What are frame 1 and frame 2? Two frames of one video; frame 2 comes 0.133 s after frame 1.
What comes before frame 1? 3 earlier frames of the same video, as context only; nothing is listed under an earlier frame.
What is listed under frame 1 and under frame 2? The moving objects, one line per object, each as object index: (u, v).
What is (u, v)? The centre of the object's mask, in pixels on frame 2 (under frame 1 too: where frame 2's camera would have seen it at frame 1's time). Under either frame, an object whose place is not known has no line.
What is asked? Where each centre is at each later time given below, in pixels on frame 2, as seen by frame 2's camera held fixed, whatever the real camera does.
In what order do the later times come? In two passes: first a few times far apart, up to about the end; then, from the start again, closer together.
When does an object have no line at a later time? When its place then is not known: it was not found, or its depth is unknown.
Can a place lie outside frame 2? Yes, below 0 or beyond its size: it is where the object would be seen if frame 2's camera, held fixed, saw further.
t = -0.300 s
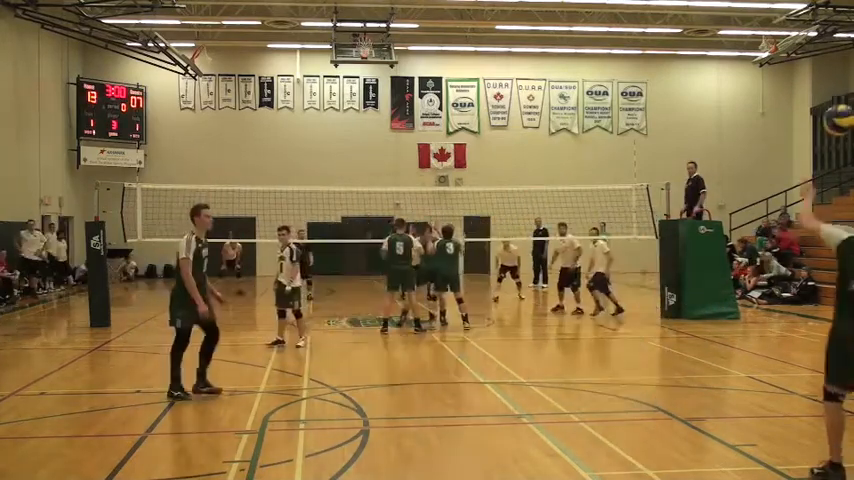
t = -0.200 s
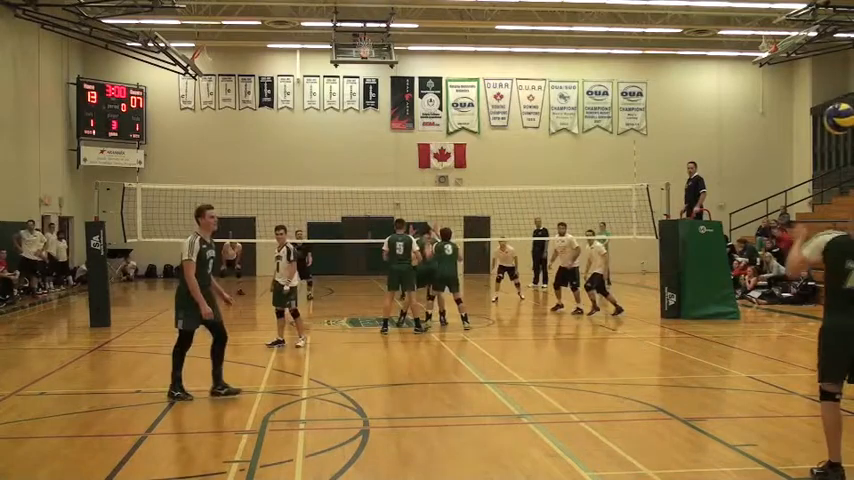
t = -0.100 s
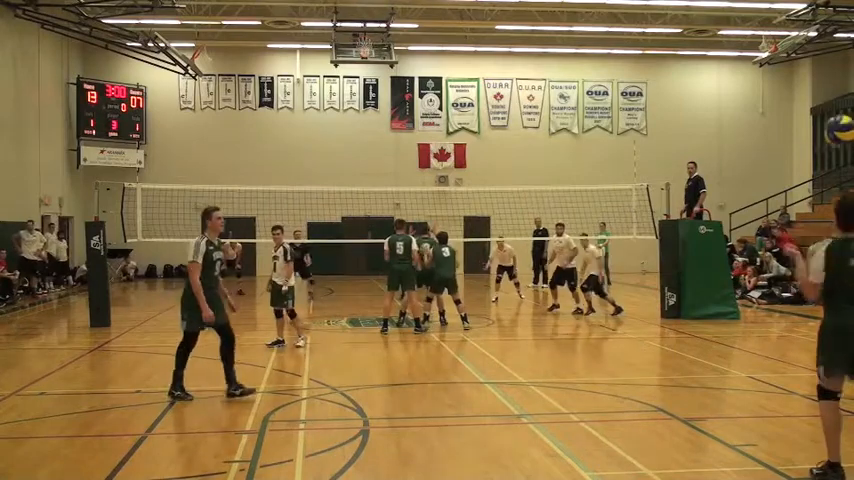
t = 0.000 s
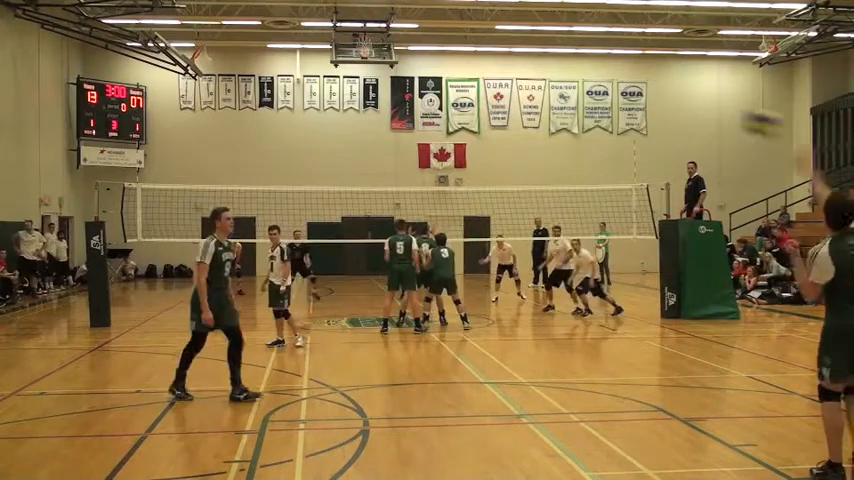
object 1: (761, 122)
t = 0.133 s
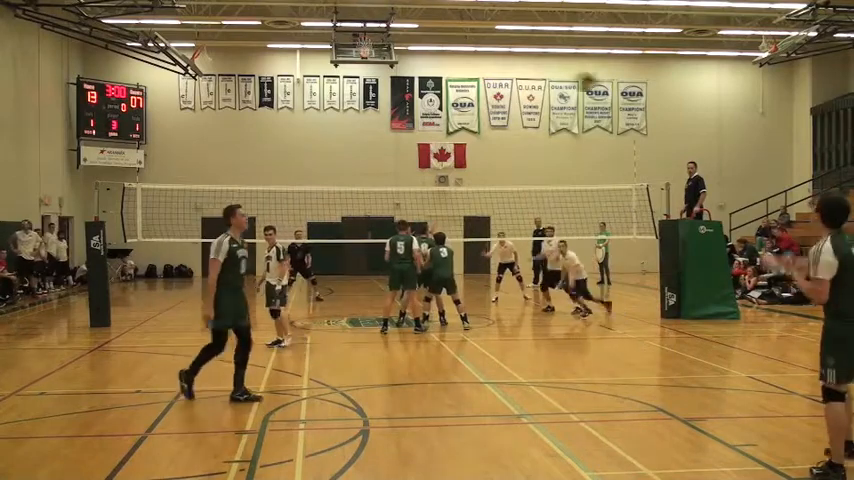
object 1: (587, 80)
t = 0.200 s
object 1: (528, 72)
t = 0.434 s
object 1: (406, 73)
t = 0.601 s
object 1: (358, 93)
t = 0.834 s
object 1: (320, 131)
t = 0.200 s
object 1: (528, 72)
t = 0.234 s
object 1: (503, 69)
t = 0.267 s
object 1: (481, 68)
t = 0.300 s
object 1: (463, 67)
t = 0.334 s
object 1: (447, 67)
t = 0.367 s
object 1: (432, 68)
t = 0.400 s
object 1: (418, 70)
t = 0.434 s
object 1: (406, 73)
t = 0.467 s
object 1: (394, 76)
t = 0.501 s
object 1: (384, 80)
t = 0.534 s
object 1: (376, 83)
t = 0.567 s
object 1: (365, 87)
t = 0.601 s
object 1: (358, 93)
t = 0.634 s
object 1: (351, 98)
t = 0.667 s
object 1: (345, 103)
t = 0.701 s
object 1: (338, 108)
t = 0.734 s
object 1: (333, 113)
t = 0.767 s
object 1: (328, 118)
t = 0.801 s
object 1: (324, 125)
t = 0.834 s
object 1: (320, 131)
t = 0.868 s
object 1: (316, 137)
